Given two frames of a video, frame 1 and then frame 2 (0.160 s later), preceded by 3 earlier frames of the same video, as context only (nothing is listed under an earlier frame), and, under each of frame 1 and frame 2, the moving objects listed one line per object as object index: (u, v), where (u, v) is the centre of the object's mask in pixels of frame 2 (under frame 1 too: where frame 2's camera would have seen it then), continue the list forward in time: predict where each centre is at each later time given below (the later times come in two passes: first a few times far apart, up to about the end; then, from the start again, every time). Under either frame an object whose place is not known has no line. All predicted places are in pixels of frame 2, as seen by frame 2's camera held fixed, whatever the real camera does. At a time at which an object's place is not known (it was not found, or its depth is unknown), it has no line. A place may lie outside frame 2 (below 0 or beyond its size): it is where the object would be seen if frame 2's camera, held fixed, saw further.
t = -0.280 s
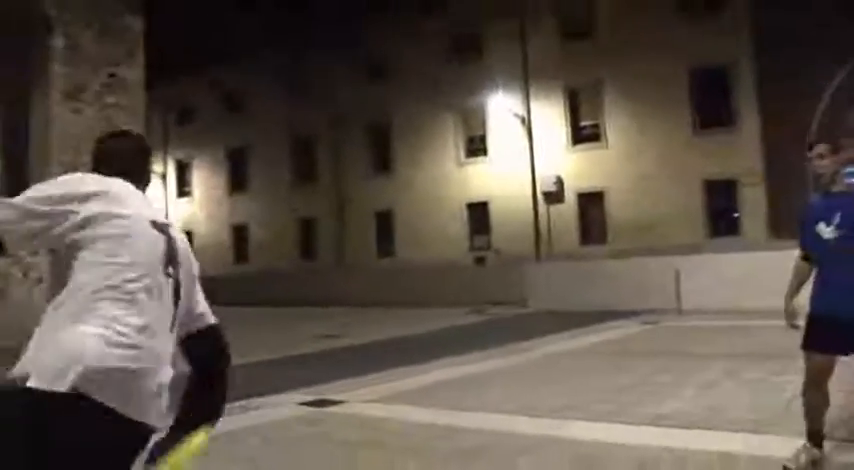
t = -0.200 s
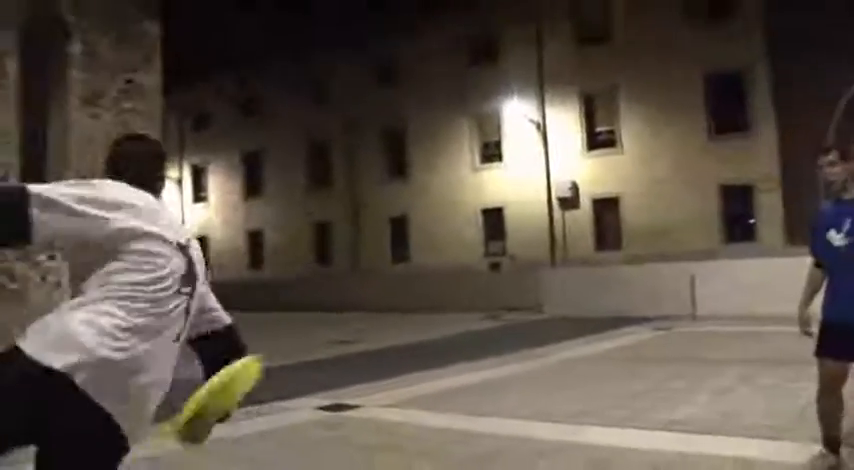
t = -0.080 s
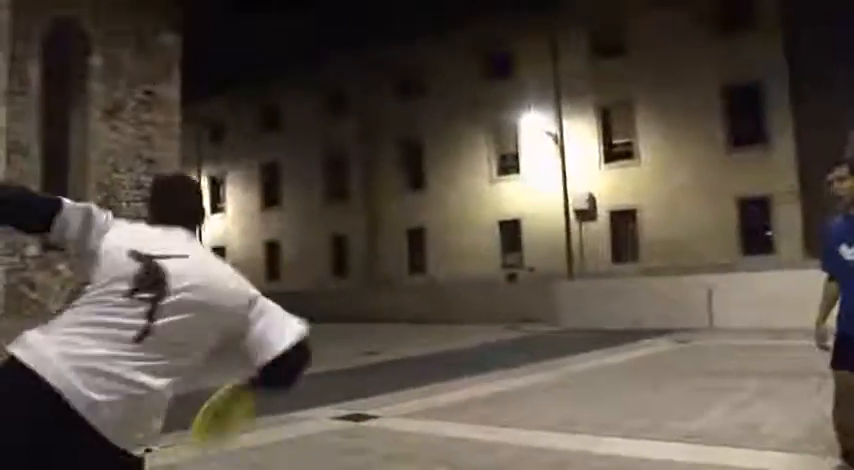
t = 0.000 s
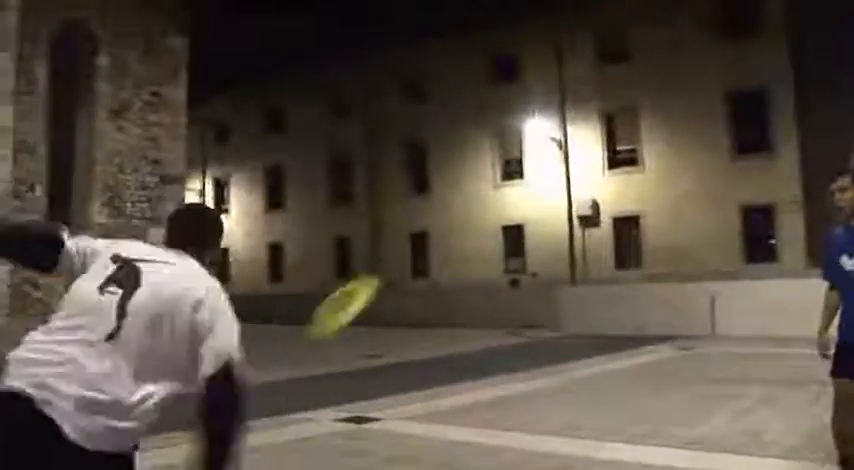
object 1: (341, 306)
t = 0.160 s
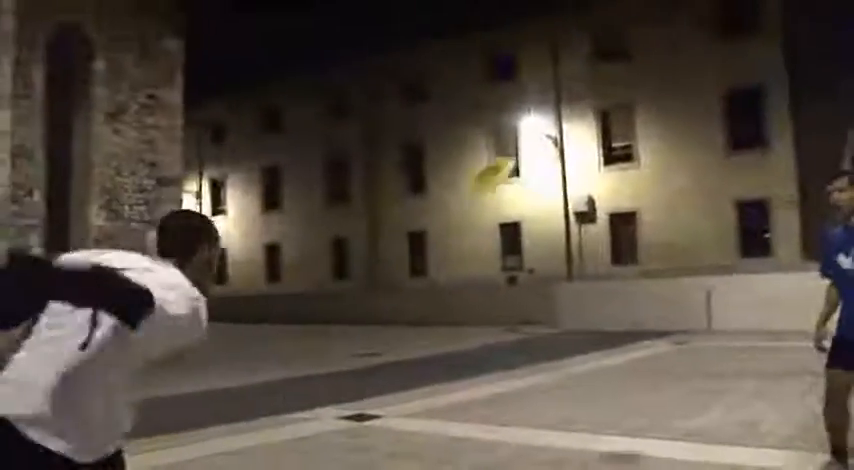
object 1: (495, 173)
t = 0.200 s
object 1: (515, 156)
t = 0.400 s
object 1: (600, 97)
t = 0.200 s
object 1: (515, 156)
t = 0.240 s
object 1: (533, 142)
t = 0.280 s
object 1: (556, 125)
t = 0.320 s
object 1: (573, 113)
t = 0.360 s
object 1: (586, 104)
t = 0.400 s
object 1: (600, 97)
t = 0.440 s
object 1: (613, 93)
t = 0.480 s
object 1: (624, 90)
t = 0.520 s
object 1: (636, 88)
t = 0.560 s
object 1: (646, 88)
